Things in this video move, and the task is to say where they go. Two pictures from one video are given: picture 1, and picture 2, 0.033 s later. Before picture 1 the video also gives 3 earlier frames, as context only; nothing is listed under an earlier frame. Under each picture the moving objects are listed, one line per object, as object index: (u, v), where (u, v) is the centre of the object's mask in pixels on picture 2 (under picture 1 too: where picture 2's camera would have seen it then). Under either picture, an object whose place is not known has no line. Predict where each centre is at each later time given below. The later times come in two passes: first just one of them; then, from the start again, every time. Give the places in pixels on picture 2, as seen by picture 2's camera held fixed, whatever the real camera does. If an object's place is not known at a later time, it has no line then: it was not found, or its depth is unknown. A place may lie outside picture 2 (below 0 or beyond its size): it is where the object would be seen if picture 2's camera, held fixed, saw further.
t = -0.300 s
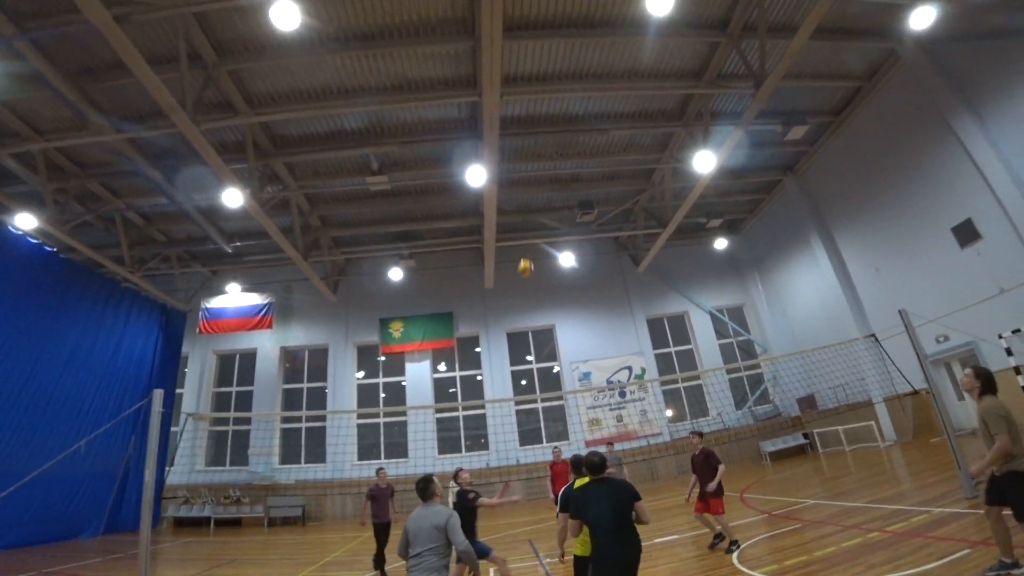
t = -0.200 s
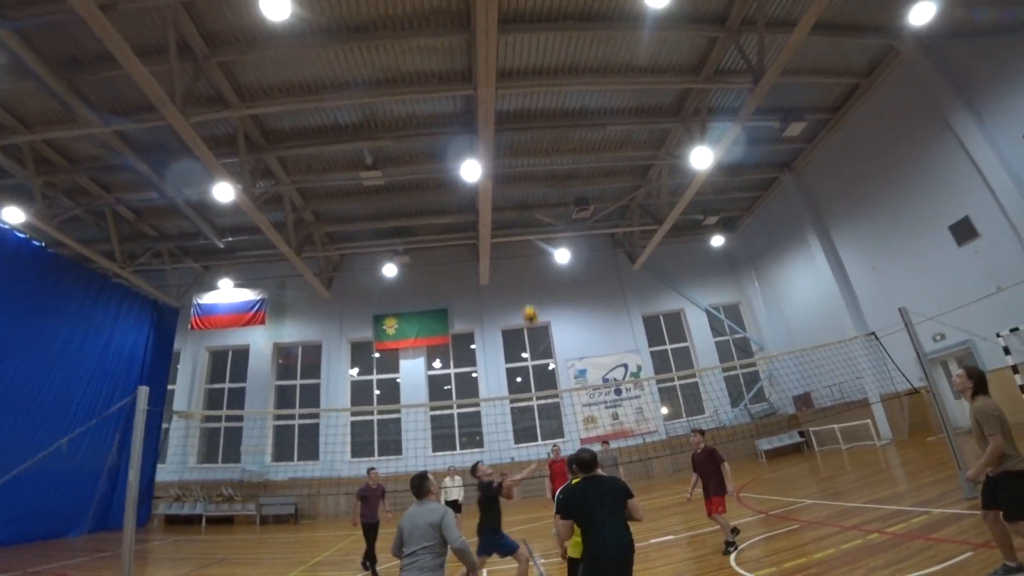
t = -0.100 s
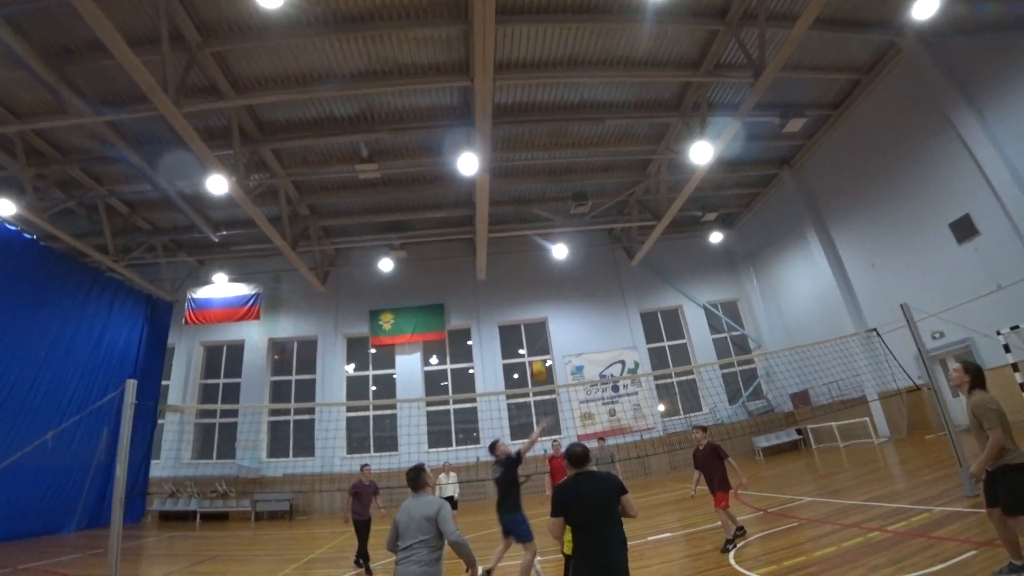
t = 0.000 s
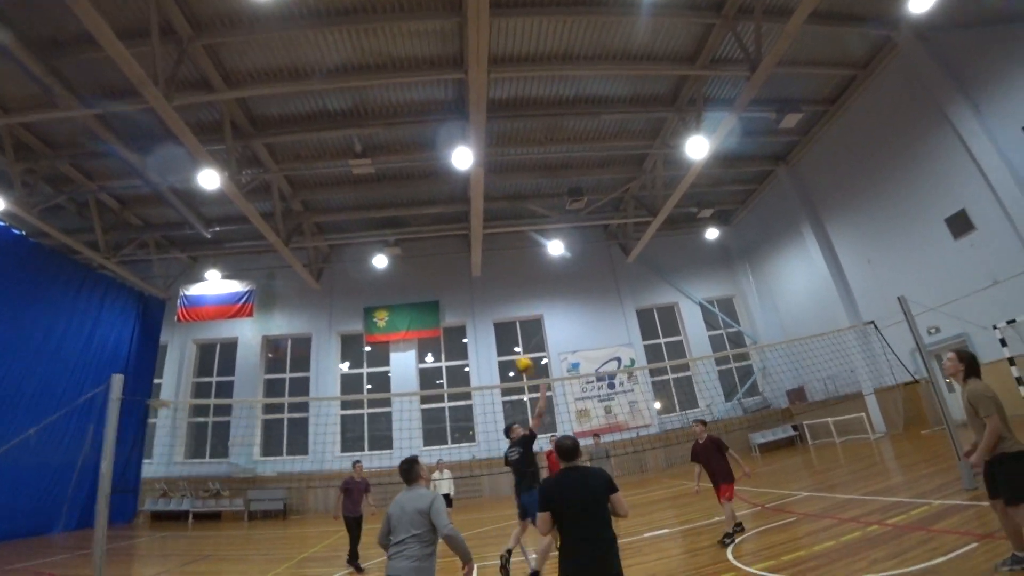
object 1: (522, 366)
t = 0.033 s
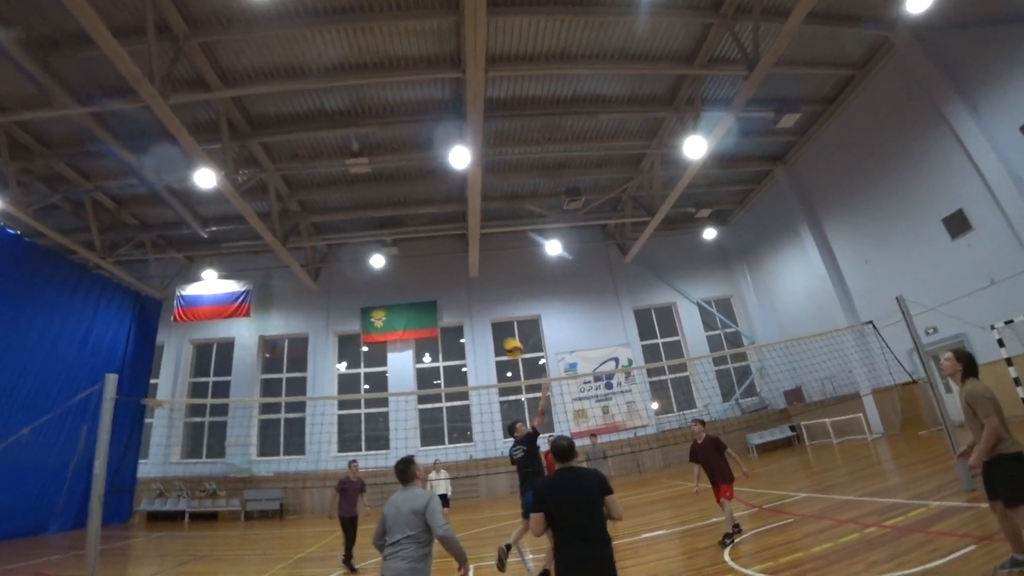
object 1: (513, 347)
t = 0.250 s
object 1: (445, 244)
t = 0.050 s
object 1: (508, 339)
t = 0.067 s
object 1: (504, 333)
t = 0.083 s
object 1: (500, 325)
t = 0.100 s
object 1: (495, 317)
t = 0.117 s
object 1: (491, 310)
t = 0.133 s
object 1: (485, 301)
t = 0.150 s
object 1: (481, 294)
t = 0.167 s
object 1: (475, 286)
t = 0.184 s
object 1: (470, 278)
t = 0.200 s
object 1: (465, 270)
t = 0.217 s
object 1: (459, 262)
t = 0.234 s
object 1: (452, 253)
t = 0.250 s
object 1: (445, 244)
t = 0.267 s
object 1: (439, 236)
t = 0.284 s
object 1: (432, 228)
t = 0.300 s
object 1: (424, 218)
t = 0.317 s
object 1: (416, 209)
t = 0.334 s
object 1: (407, 195)
